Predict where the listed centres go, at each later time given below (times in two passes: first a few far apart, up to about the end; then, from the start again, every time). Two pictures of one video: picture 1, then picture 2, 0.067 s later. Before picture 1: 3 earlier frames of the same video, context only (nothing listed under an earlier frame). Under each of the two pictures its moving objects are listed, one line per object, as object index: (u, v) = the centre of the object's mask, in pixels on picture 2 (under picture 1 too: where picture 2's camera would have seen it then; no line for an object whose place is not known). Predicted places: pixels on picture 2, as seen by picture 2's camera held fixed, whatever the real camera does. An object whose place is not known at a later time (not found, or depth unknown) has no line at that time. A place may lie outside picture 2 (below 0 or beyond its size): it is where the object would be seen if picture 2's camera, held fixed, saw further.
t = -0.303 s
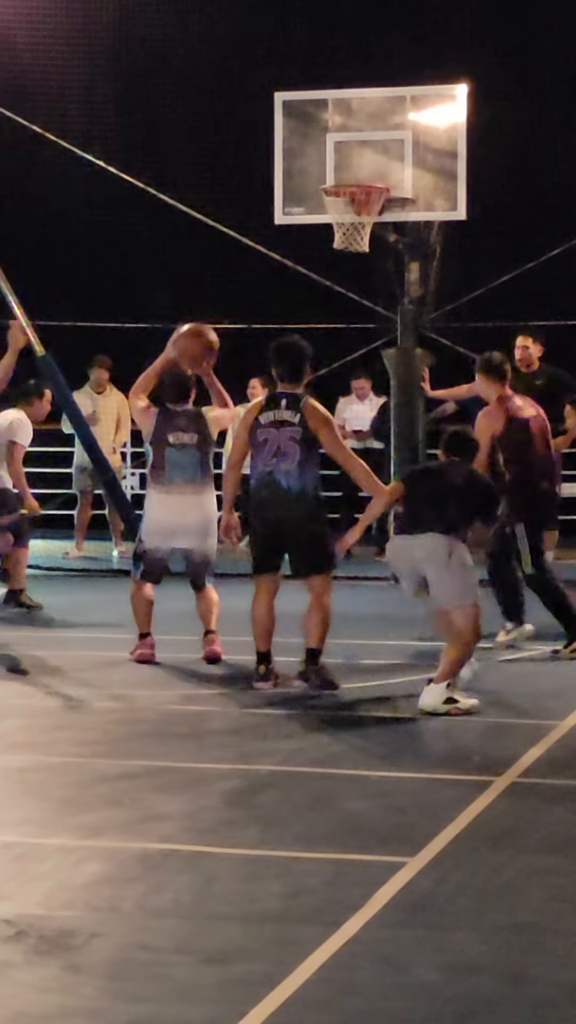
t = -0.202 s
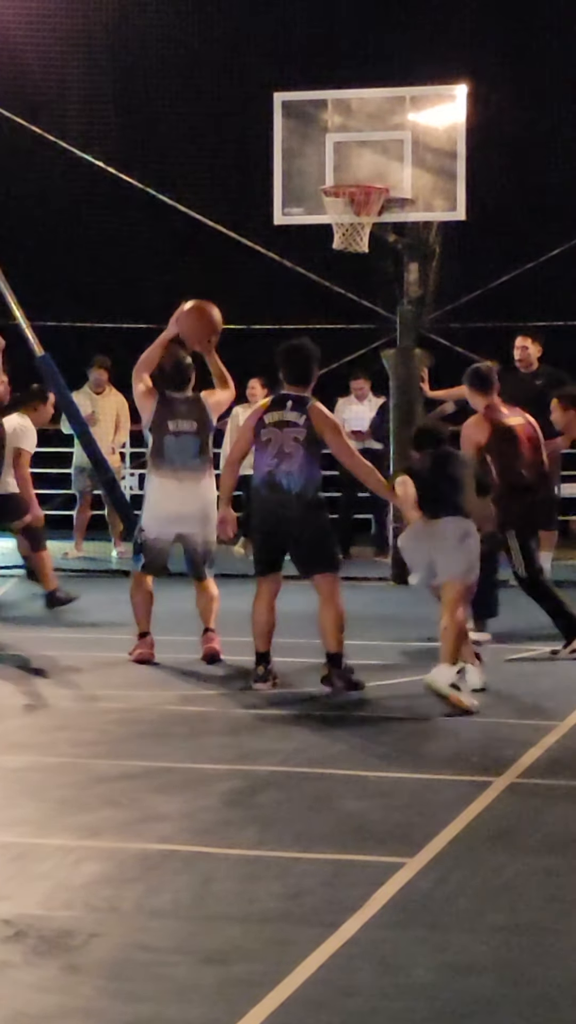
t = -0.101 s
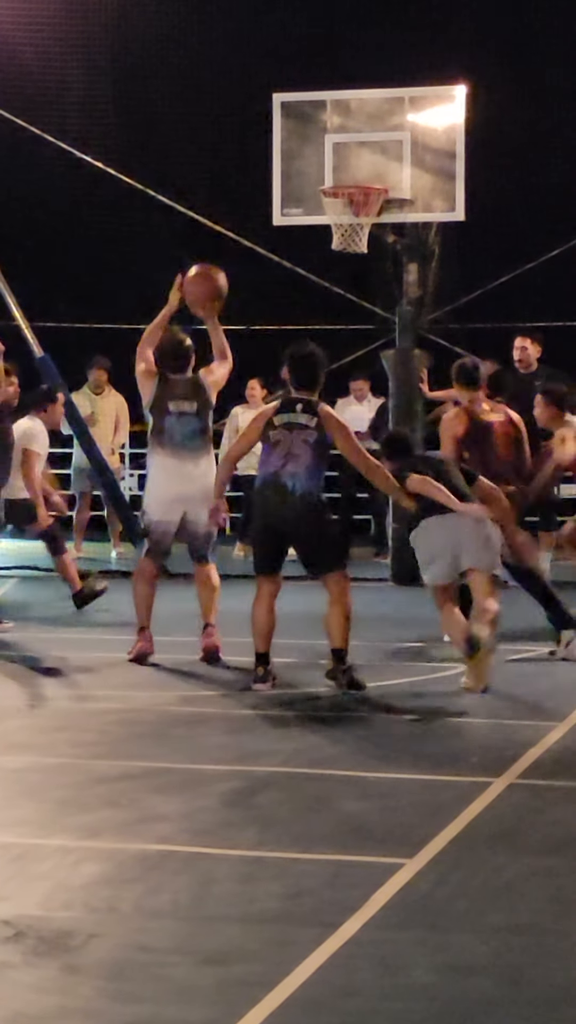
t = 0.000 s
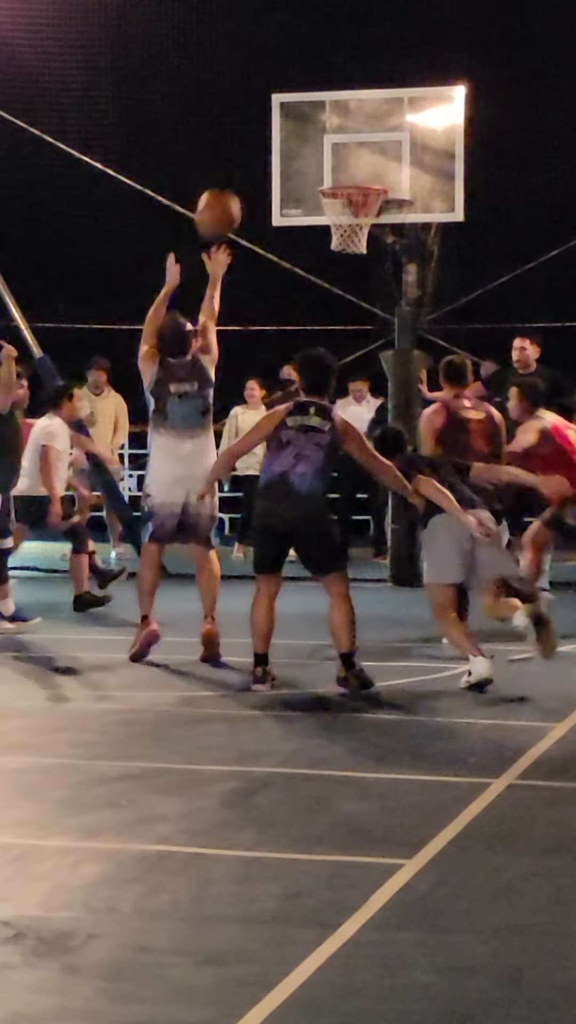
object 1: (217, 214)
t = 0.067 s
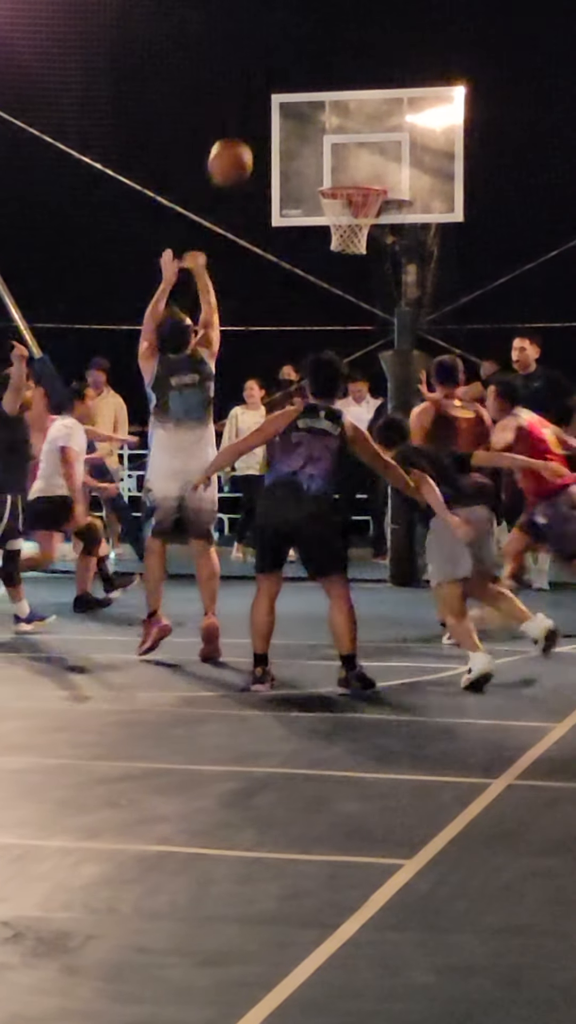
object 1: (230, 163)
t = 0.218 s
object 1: (256, 81)
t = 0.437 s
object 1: (290, 35)
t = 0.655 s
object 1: (321, 66)
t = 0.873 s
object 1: (346, 164)
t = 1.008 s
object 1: (358, 202)
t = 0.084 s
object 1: (233, 152)
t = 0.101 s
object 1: (236, 141)
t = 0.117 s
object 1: (239, 131)
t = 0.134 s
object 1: (242, 121)
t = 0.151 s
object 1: (245, 112)
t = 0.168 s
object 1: (248, 103)
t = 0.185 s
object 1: (251, 95)
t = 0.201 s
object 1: (253, 88)
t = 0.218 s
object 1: (256, 81)
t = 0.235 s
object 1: (259, 74)
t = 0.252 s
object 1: (262, 69)
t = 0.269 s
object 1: (265, 62)
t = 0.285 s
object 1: (267, 58)
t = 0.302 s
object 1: (270, 54)
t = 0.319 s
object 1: (273, 49)
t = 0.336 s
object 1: (275, 45)
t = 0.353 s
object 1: (278, 43)
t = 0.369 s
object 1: (280, 40)
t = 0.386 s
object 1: (283, 38)
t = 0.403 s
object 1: (285, 37)
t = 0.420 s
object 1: (288, 36)
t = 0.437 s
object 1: (290, 35)
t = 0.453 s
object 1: (293, 35)
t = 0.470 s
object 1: (295, 35)
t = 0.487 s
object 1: (298, 36)
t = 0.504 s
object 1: (300, 37)
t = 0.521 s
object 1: (303, 38)
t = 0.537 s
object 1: (305, 41)
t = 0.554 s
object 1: (307, 43)
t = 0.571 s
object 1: (310, 46)
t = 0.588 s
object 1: (312, 49)
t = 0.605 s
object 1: (314, 53)
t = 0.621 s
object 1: (317, 57)
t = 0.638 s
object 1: (319, 62)
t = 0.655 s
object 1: (321, 66)
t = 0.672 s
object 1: (323, 72)
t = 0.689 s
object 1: (325, 76)
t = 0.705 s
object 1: (327, 81)
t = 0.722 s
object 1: (330, 88)
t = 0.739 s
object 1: (331, 95)
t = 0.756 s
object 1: (333, 102)
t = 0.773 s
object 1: (335, 110)
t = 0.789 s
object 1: (336, 118)
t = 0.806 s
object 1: (337, 127)
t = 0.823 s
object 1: (341, 136)
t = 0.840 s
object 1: (344, 145)
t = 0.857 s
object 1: (346, 154)
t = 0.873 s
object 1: (346, 164)
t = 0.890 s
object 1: (347, 175)
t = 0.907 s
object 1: (349, 183)
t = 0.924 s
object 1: (350, 185)
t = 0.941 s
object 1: (351, 187)
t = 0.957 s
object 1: (352, 190)
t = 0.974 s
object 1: (354, 193)
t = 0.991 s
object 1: (356, 197)
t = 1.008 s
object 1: (358, 202)
